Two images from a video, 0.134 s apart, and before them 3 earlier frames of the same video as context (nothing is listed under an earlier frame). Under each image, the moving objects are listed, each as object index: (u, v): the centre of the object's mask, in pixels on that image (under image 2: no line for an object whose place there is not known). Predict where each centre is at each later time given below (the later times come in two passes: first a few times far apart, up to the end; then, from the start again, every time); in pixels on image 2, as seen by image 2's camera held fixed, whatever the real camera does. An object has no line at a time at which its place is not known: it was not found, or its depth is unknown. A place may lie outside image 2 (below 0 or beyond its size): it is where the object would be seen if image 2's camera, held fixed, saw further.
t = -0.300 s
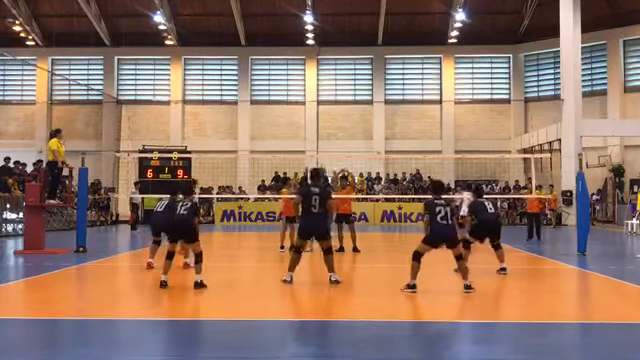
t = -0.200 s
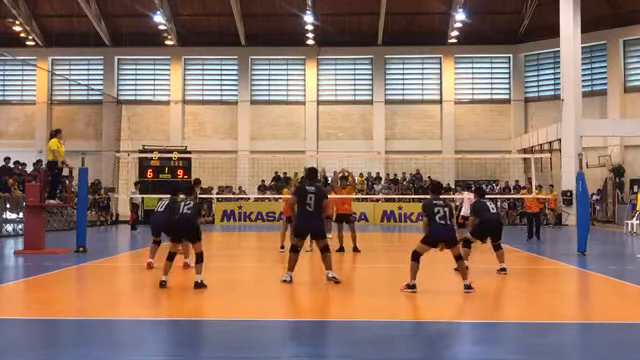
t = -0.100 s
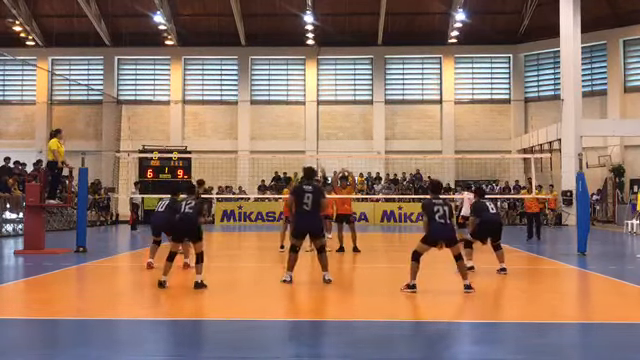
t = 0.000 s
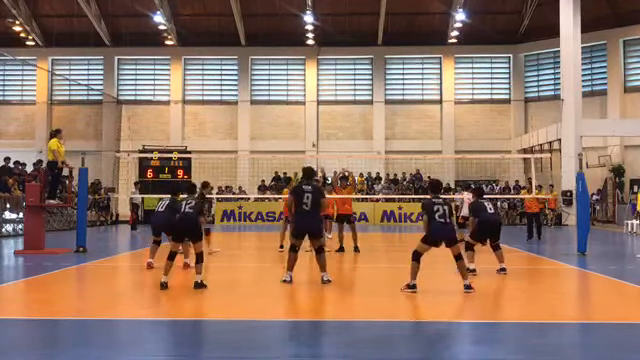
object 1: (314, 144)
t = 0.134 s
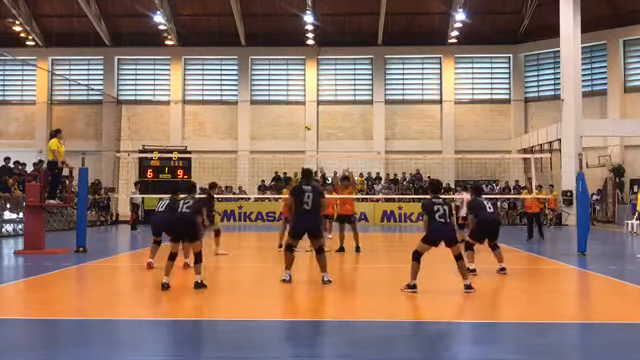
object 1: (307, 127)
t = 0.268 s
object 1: (301, 115)
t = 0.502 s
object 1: (291, 104)
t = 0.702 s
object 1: (277, 113)
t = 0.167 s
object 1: (306, 123)
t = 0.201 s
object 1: (305, 121)
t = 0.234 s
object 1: (303, 118)
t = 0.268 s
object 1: (301, 115)
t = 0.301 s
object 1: (299, 112)
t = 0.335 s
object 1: (299, 111)
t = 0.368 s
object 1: (297, 109)
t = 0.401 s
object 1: (295, 107)
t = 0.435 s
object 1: (293, 106)
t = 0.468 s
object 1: (292, 104)
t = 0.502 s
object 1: (291, 104)
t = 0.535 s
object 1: (288, 104)
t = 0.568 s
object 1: (286, 104)
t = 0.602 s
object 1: (284, 106)
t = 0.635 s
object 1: (281, 108)
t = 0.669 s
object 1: (279, 111)
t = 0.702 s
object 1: (277, 113)
